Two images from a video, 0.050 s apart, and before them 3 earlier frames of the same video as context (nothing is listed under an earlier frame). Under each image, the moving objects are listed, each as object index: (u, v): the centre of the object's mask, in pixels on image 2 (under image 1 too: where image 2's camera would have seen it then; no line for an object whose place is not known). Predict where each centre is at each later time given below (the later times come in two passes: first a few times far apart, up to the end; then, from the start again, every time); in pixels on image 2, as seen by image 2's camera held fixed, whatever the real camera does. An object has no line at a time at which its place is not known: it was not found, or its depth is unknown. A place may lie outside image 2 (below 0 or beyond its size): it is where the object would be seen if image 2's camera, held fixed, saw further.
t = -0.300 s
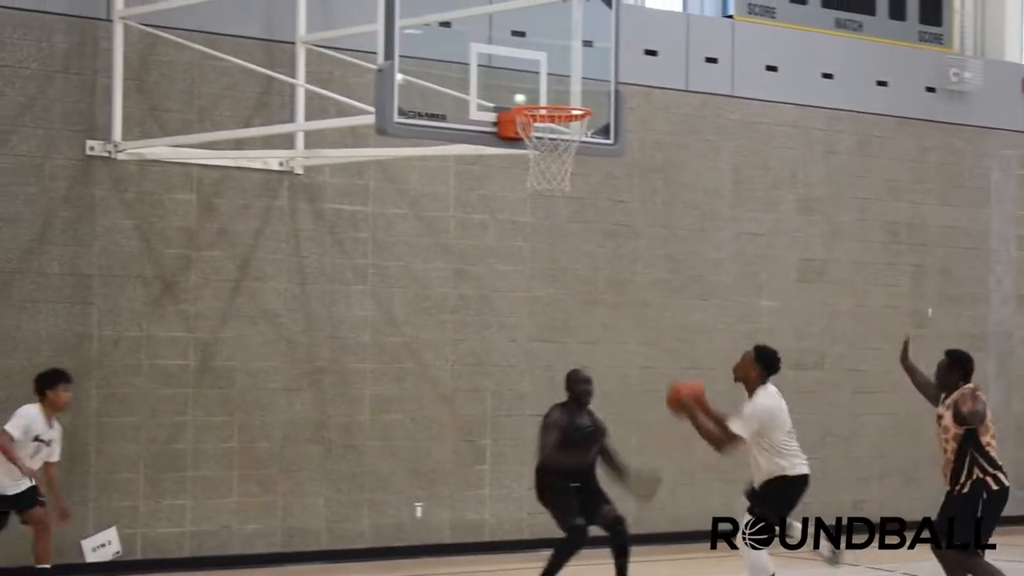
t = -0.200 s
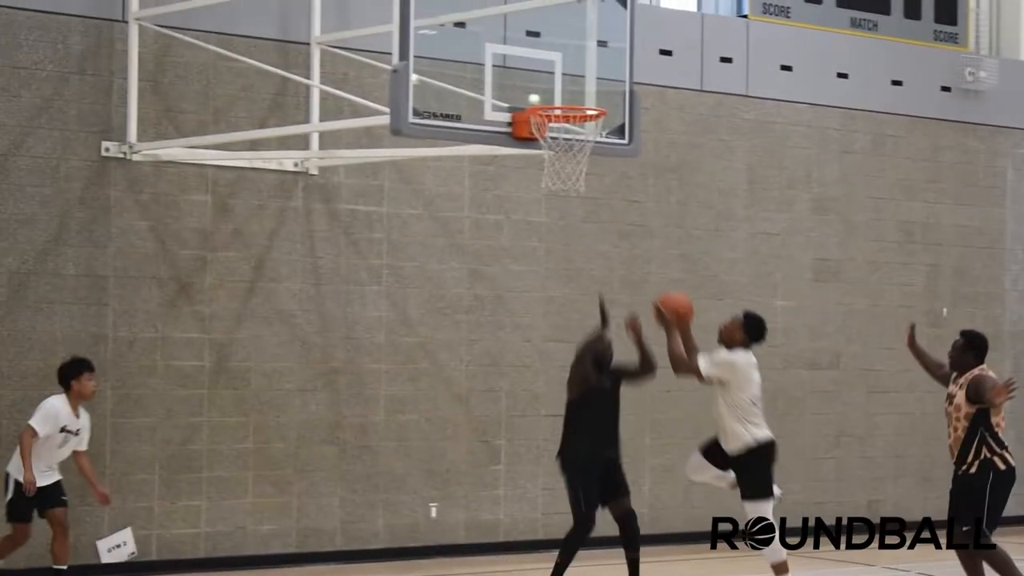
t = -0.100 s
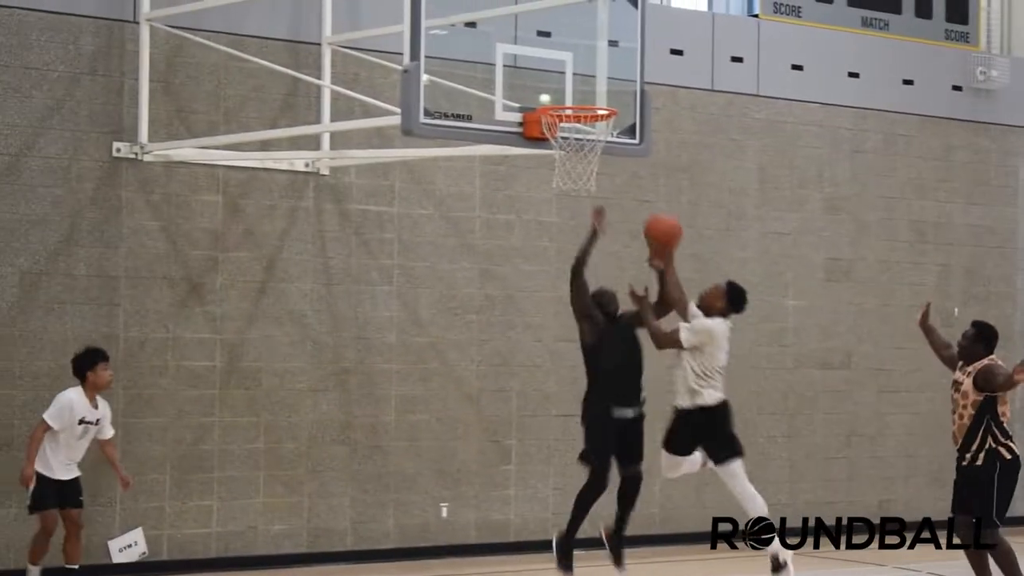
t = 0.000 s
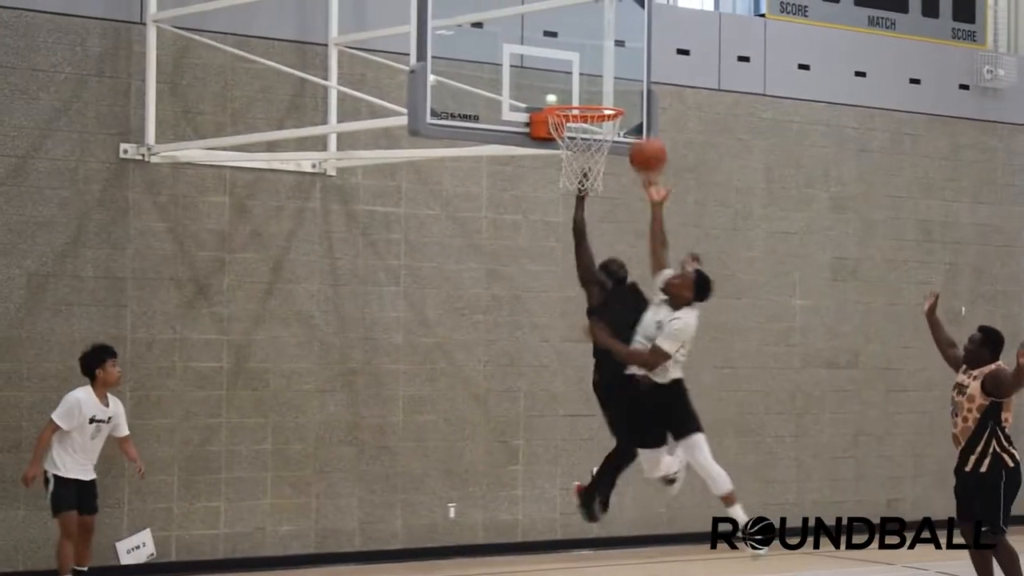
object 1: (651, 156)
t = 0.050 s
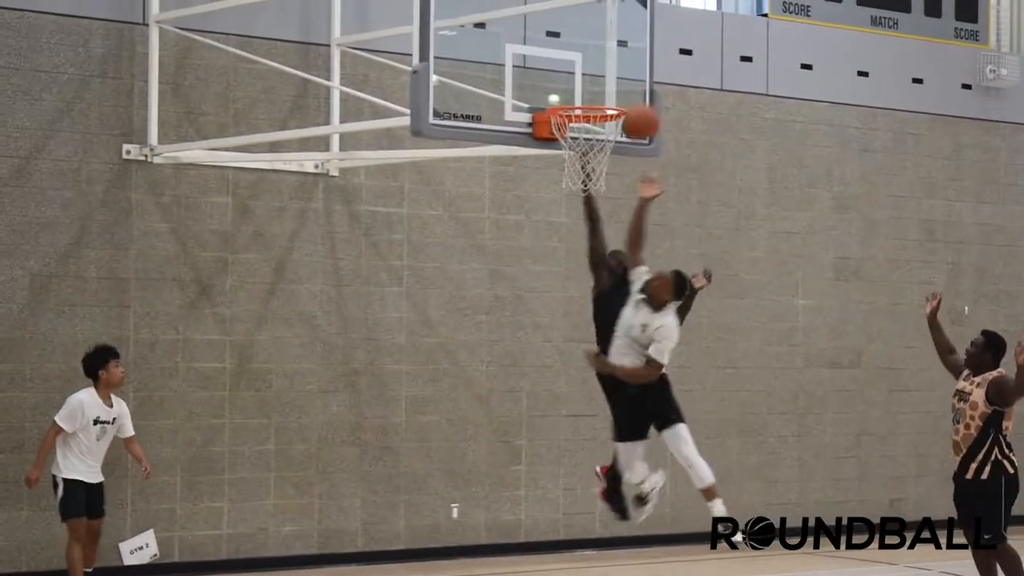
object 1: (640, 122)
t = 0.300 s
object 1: (592, 19)
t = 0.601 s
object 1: (583, 31)
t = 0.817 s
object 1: (584, 127)
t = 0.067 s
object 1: (638, 114)
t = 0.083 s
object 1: (633, 102)
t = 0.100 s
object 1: (628, 93)
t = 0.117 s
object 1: (625, 86)
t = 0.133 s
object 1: (621, 77)
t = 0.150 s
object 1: (617, 69)
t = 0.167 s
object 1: (614, 61)
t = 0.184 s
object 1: (610, 54)
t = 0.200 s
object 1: (606, 48)
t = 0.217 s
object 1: (602, 42)
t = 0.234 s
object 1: (599, 36)
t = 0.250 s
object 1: (595, 30)
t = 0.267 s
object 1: (593, 26)
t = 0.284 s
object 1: (592, 21)
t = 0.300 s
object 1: (592, 19)
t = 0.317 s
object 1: (592, 16)
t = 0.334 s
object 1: (591, 14)
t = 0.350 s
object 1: (591, 13)
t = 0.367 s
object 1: (590, 12)
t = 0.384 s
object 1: (590, 11)
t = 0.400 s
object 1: (589, 10)
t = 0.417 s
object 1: (589, 10)
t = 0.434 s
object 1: (589, 10)
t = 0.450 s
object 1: (588, 10)
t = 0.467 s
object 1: (588, 10)
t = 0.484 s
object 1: (587, 11)
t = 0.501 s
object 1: (586, 12)
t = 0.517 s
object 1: (586, 13)
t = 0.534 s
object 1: (585, 15)
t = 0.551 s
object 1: (585, 18)
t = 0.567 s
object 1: (584, 22)
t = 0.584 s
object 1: (583, 26)
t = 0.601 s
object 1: (583, 31)
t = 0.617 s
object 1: (583, 35)
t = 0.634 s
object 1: (582, 41)
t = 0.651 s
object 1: (581, 47)
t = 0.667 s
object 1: (581, 53)
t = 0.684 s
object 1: (580, 60)
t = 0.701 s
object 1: (580, 68)
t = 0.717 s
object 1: (579, 75)
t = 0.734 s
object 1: (578, 84)
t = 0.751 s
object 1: (578, 91)
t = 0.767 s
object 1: (577, 96)
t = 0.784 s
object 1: (577, 108)
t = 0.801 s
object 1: (581, 115)
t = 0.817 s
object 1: (584, 127)
